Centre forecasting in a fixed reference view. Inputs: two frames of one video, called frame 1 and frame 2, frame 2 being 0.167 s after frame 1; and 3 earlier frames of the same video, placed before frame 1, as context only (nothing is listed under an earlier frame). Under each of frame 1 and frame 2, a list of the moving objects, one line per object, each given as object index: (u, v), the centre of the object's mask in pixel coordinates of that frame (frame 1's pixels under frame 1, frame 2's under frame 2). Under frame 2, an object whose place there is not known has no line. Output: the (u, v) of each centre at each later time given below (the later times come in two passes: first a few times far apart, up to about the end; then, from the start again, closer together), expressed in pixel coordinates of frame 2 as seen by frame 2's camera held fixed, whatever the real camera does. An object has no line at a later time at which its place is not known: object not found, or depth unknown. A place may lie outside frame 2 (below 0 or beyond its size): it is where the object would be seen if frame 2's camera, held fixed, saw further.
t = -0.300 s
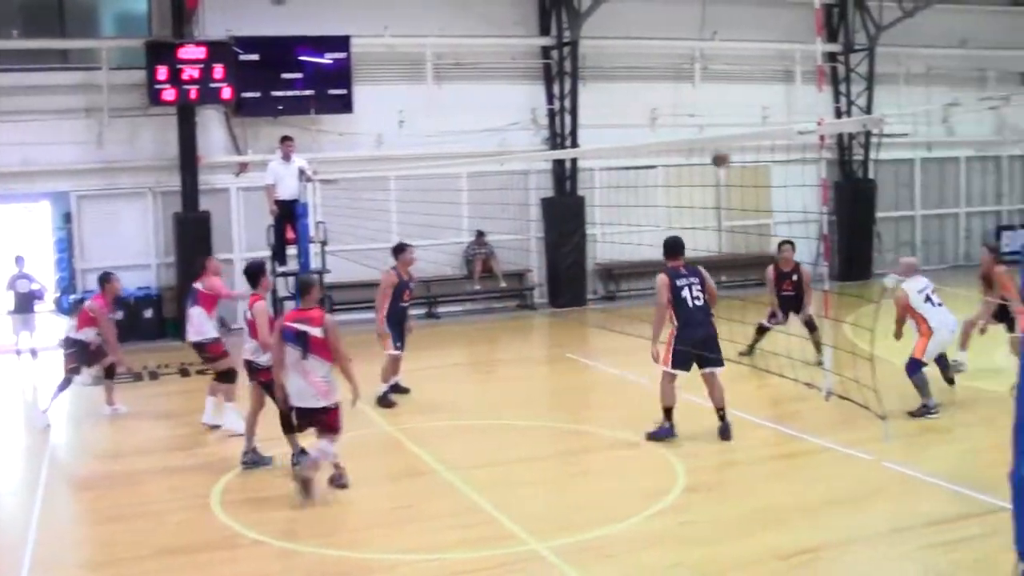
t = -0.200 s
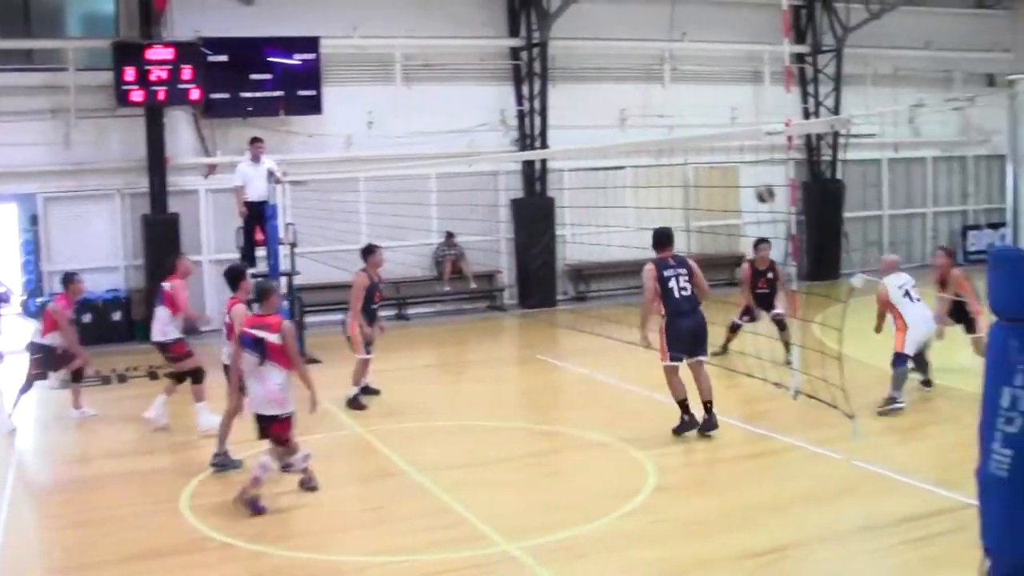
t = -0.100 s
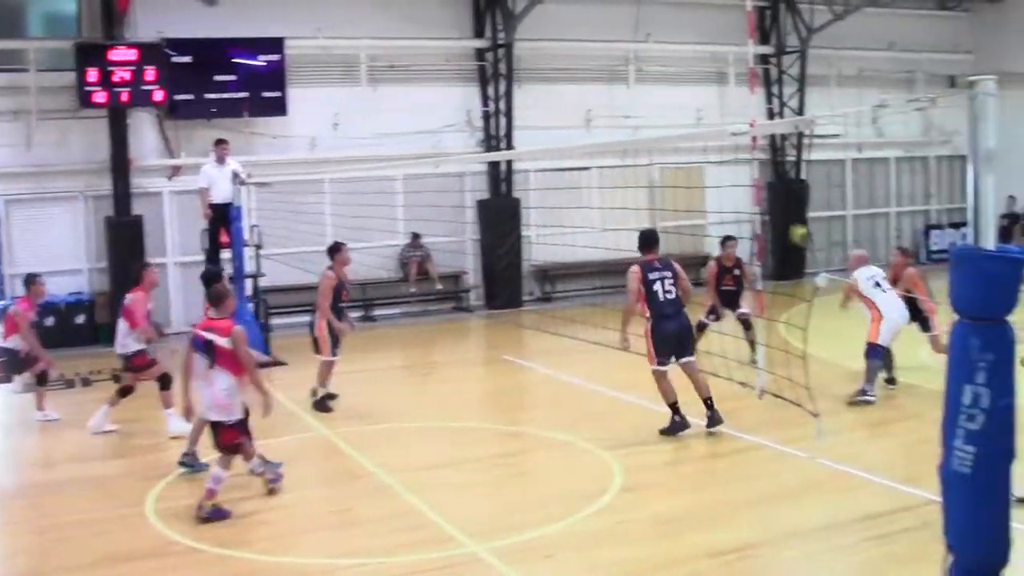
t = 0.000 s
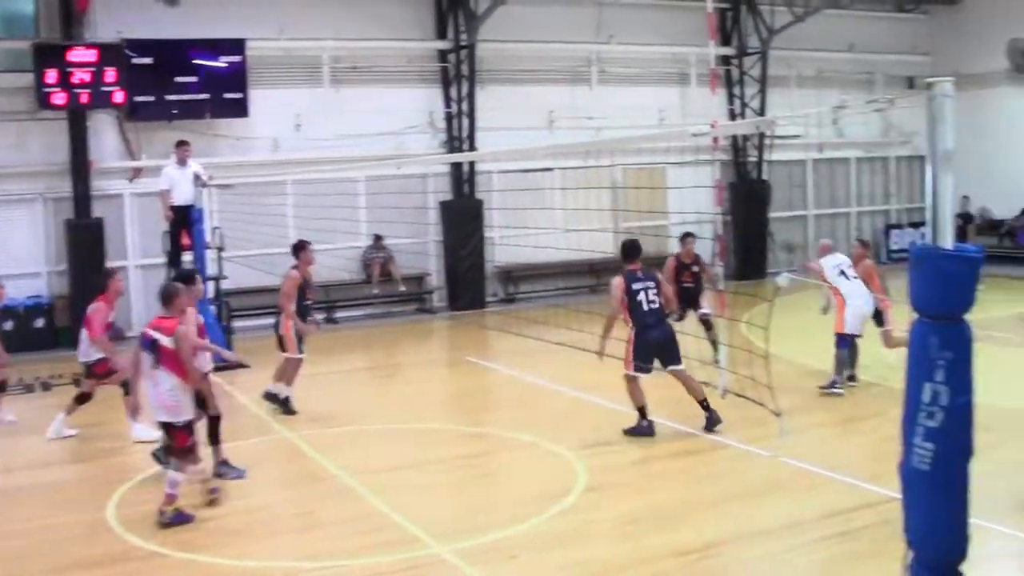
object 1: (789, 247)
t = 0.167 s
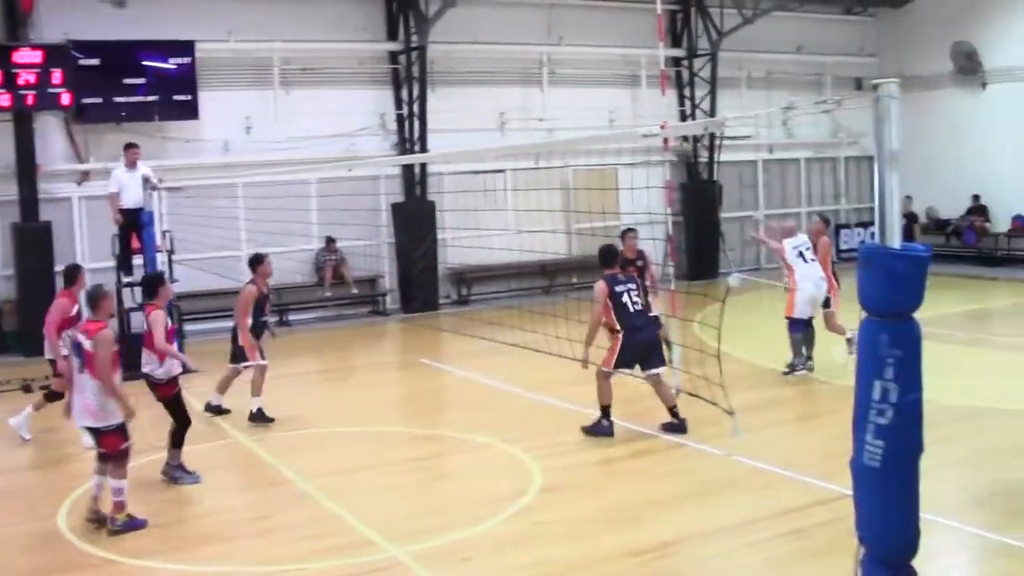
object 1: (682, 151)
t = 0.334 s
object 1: (614, 83)
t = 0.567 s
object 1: (531, 38)
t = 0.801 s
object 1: (454, 40)
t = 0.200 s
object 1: (672, 155)
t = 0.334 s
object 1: (614, 83)
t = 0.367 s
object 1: (601, 74)
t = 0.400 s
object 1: (590, 63)
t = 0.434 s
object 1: (578, 56)
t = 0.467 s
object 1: (567, 51)
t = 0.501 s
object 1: (554, 45)
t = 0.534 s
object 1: (542, 40)
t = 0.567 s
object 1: (531, 38)
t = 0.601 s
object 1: (519, 33)
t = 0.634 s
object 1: (508, 32)
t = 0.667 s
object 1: (497, 32)
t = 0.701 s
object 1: (486, 32)
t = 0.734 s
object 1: (475, 33)
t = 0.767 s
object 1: (465, 35)
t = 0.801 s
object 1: (454, 40)
